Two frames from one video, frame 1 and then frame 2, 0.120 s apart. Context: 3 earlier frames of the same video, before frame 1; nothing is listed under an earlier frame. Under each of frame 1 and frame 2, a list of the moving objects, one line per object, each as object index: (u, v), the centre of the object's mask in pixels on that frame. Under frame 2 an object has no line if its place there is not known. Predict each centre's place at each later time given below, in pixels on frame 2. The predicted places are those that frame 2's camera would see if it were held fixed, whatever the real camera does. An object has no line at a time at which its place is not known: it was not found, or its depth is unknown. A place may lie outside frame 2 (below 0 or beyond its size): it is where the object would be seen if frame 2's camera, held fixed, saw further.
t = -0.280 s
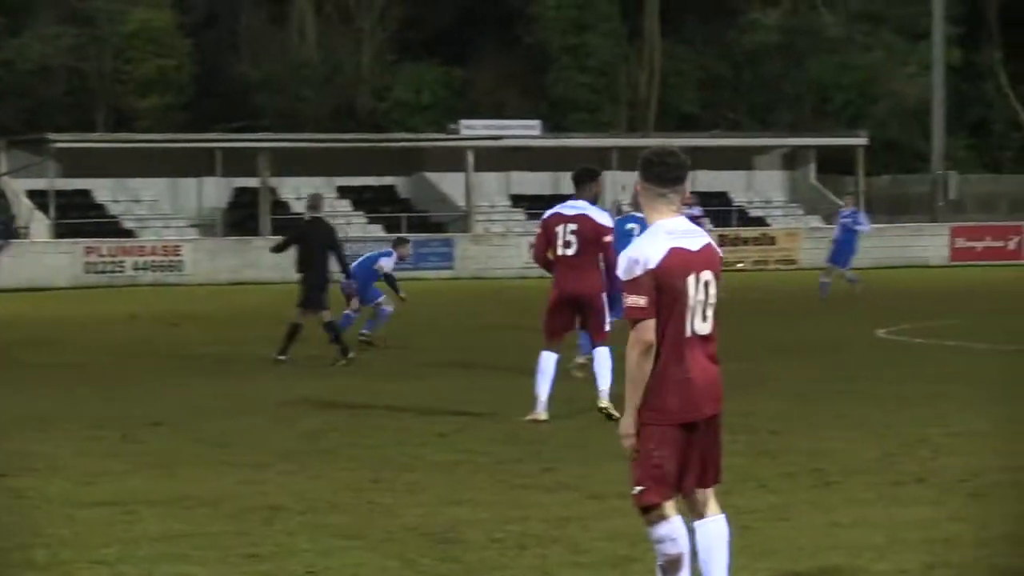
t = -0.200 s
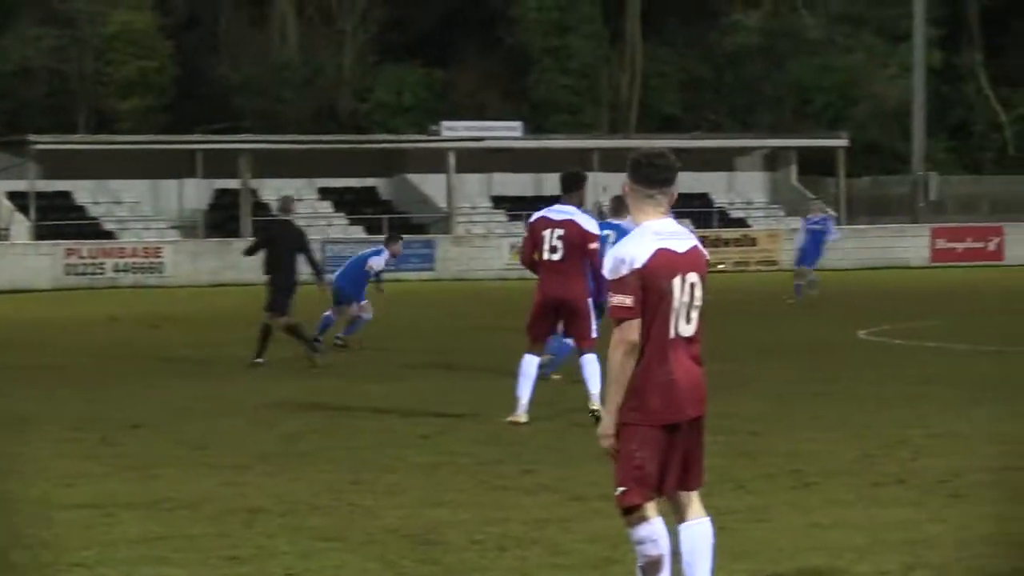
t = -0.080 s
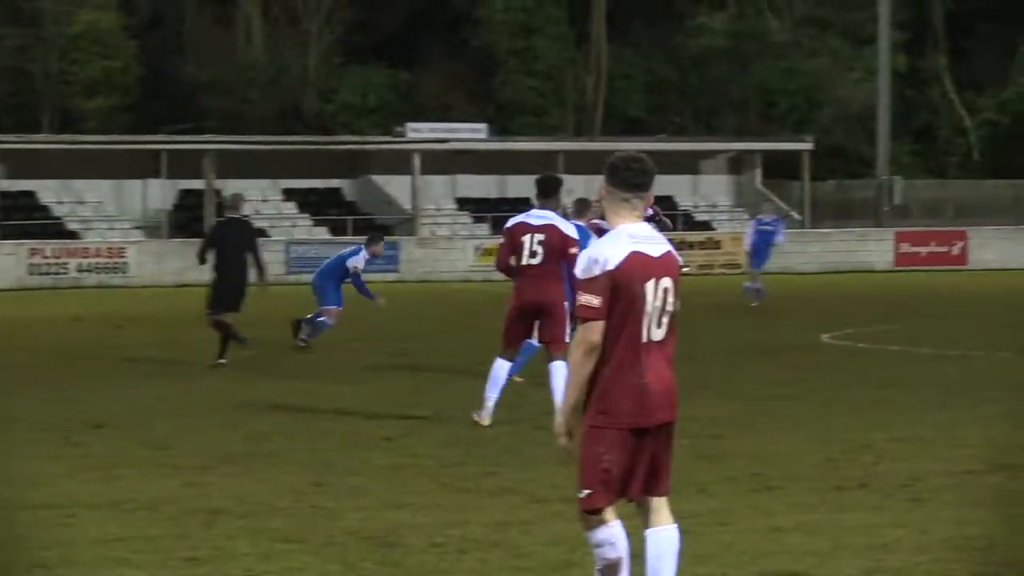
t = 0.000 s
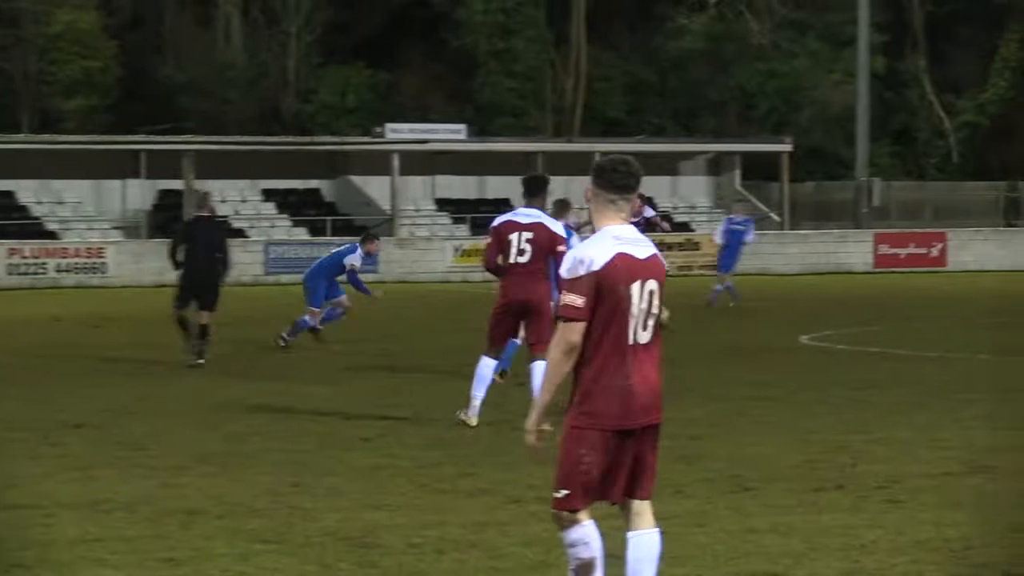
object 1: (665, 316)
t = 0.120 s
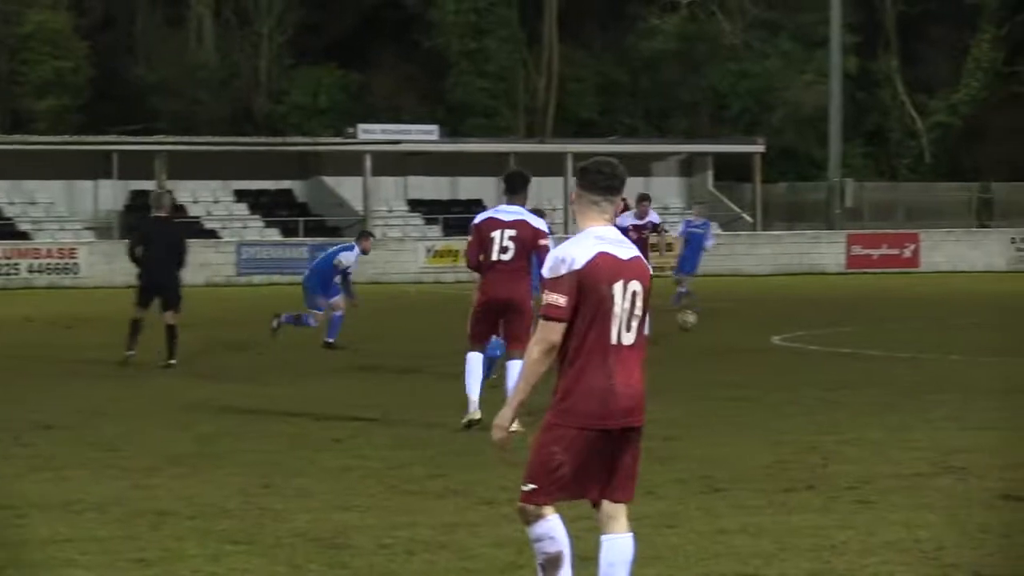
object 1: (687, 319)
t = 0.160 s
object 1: (703, 322)
